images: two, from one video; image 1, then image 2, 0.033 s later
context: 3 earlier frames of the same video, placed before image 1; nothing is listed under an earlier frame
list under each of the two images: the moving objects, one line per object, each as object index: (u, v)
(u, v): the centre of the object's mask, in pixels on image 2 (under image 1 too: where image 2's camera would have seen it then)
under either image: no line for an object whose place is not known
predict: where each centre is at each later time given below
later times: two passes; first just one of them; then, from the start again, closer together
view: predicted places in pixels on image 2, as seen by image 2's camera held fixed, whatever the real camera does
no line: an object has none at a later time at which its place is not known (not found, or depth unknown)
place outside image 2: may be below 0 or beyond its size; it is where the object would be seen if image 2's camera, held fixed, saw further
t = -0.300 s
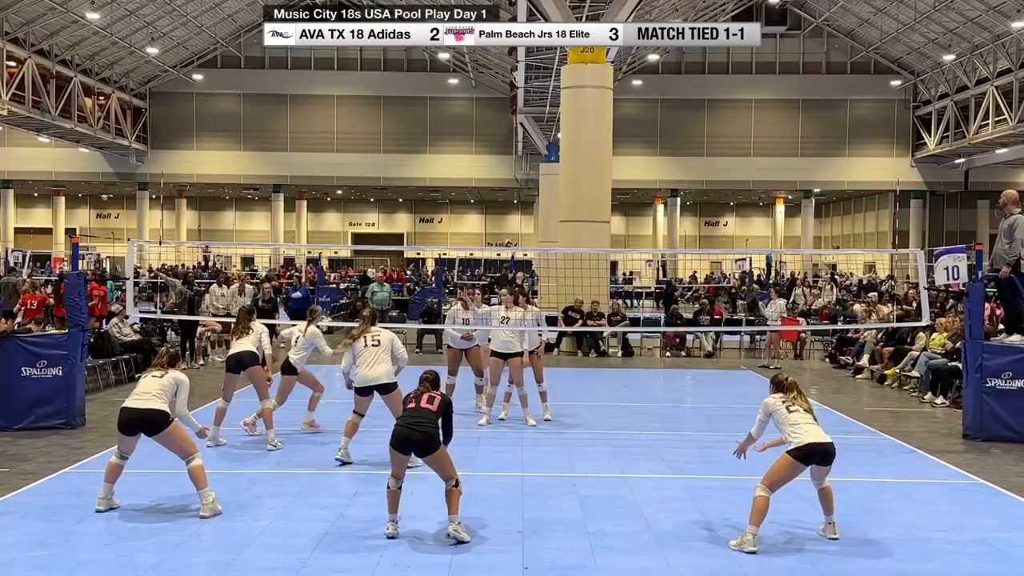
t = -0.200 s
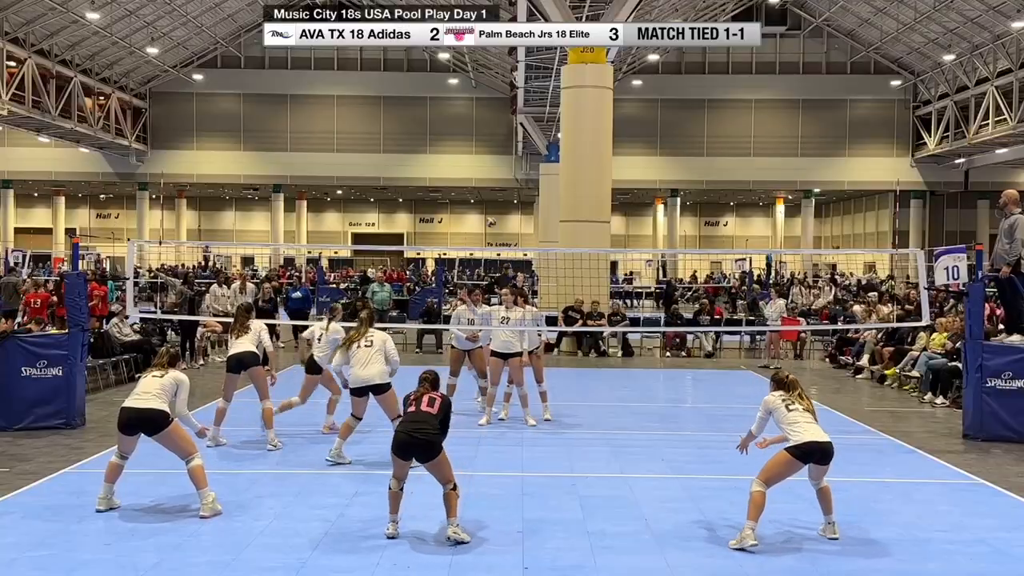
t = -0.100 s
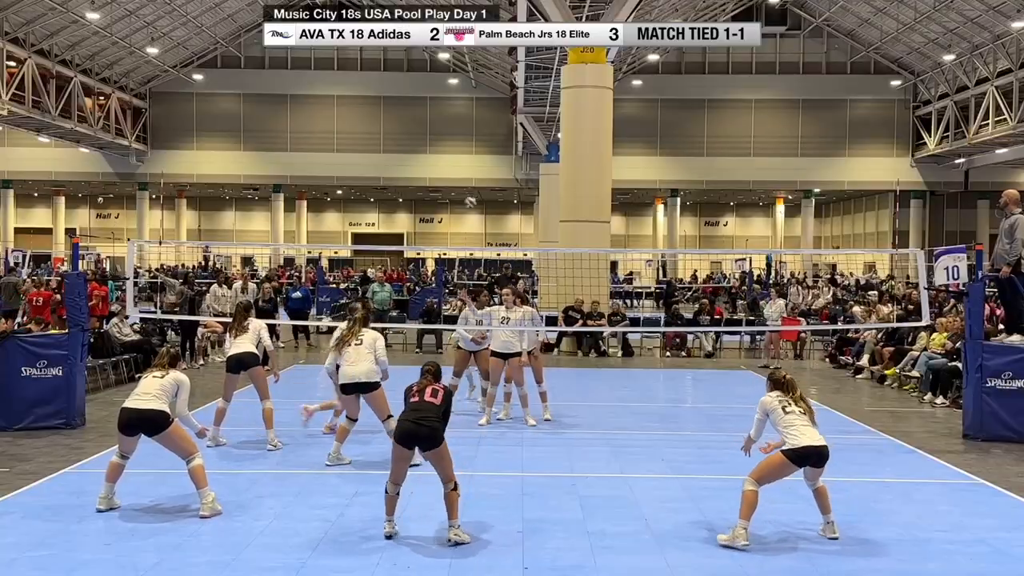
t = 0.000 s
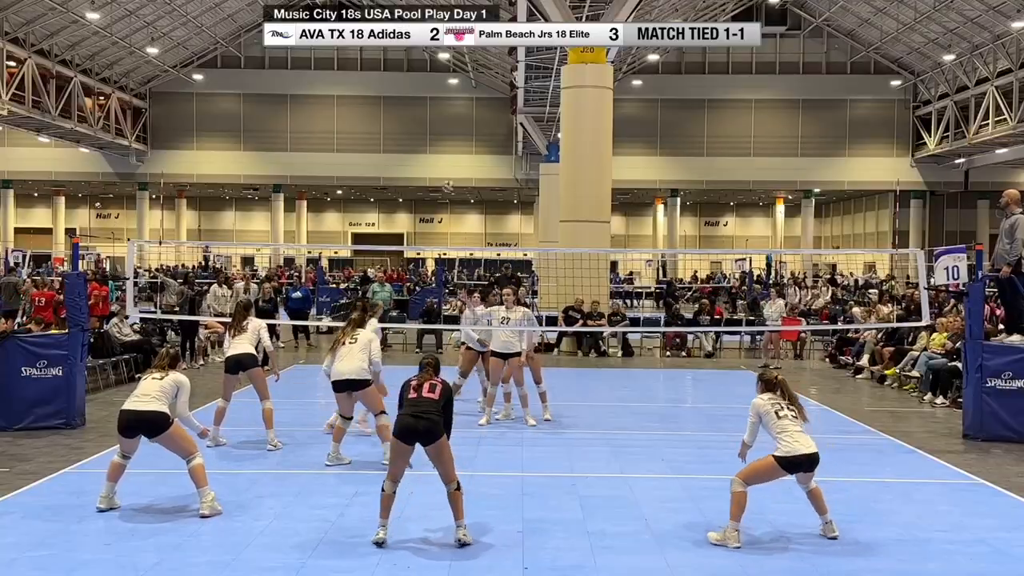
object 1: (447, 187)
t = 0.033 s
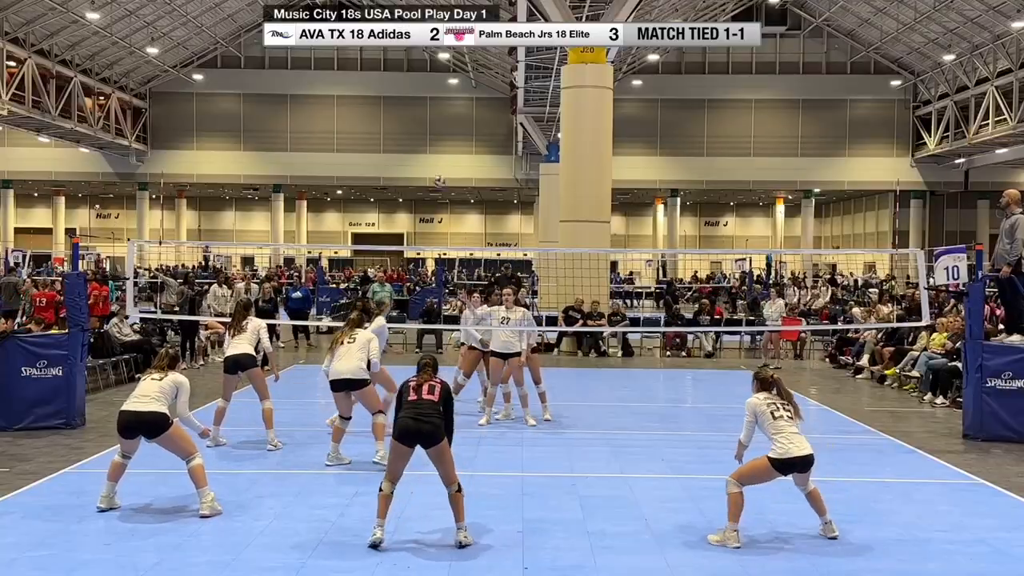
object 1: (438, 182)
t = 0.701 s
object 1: (156, 230)
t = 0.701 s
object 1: (156, 230)
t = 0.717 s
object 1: (145, 235)
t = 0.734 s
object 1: (132, 243)
